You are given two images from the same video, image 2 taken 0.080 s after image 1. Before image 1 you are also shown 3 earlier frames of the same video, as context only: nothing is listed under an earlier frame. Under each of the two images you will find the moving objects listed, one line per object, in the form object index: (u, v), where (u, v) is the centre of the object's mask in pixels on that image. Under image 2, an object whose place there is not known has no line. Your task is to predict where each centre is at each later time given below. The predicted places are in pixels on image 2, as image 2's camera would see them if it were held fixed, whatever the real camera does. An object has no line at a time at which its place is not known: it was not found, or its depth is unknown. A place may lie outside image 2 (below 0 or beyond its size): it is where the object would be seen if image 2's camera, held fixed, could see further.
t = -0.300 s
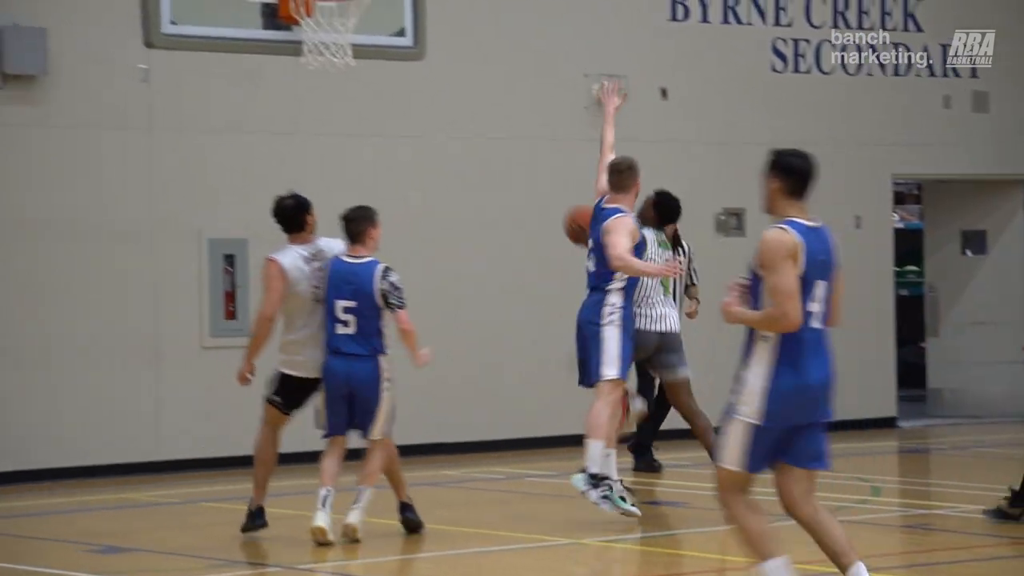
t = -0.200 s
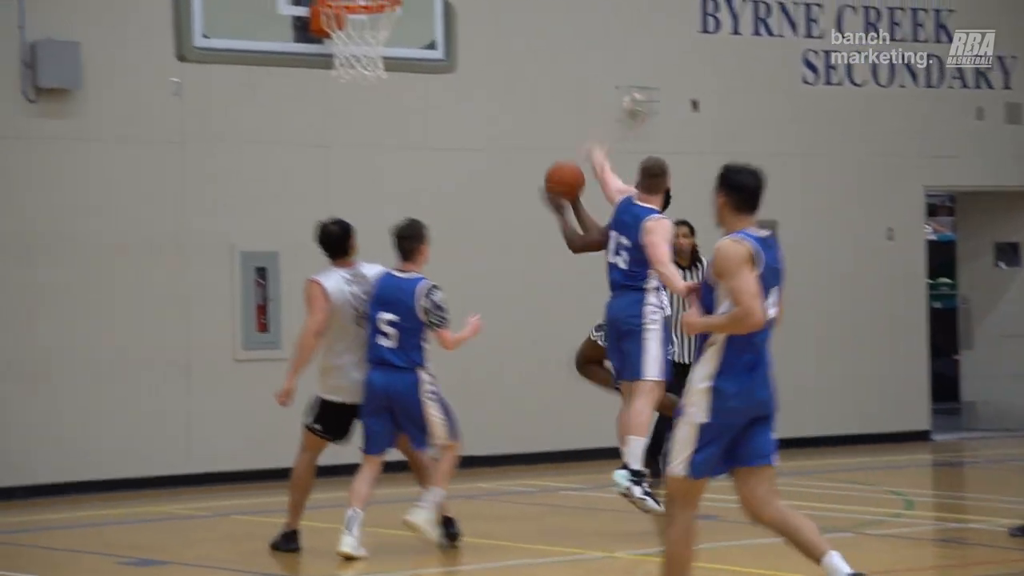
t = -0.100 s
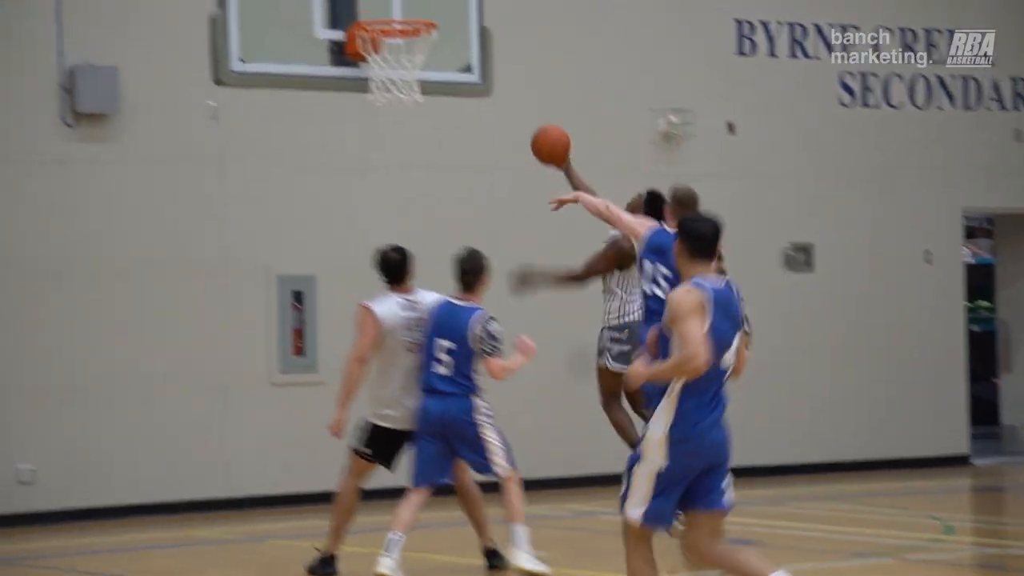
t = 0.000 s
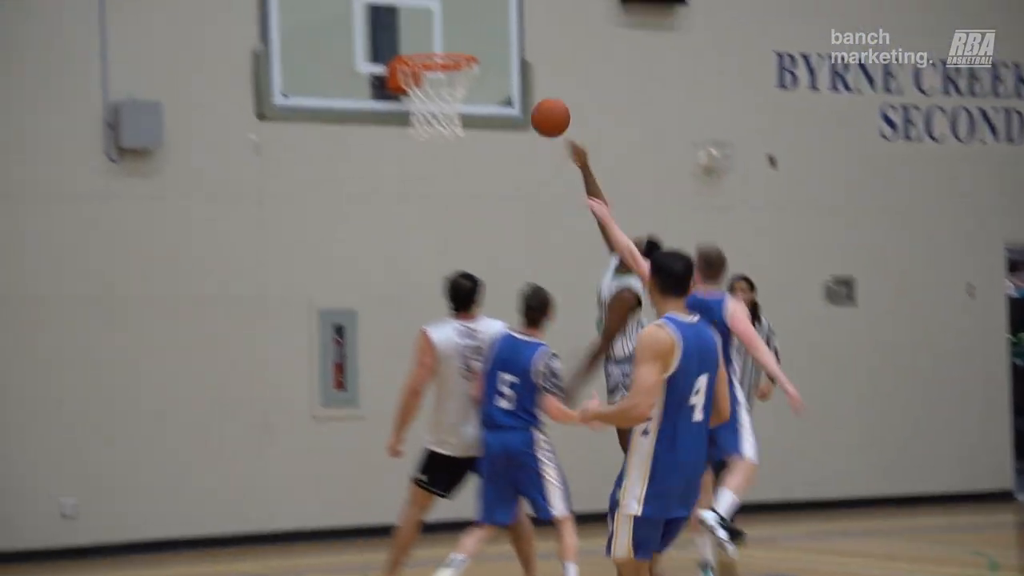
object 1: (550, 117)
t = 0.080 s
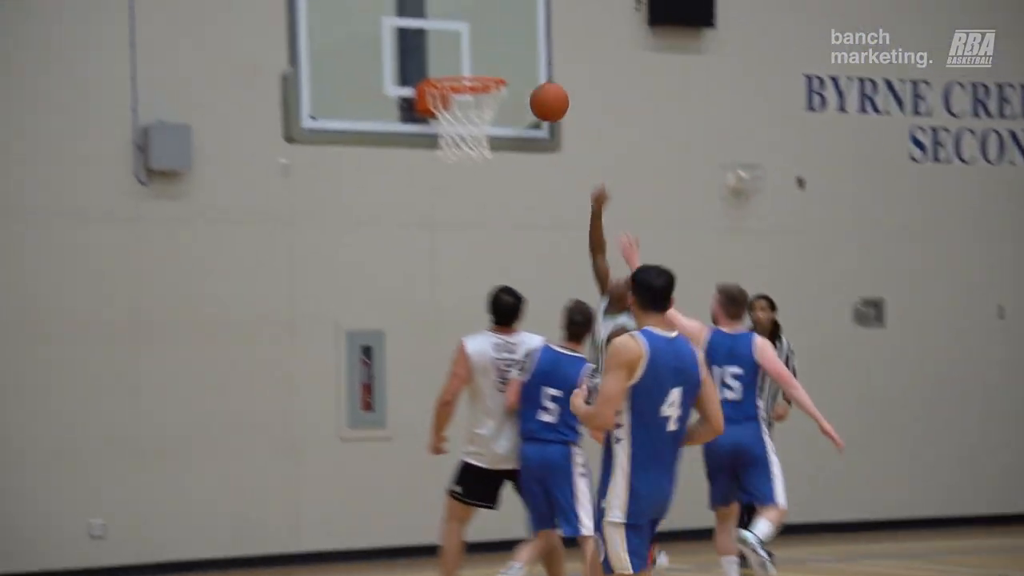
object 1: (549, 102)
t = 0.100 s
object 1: (542, 94)
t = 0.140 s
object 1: (527, 80)
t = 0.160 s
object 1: (523, 75)
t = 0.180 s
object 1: (520, 69)
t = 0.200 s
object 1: (518, 65)
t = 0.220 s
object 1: (515, 61)
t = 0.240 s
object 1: (513, 58)
